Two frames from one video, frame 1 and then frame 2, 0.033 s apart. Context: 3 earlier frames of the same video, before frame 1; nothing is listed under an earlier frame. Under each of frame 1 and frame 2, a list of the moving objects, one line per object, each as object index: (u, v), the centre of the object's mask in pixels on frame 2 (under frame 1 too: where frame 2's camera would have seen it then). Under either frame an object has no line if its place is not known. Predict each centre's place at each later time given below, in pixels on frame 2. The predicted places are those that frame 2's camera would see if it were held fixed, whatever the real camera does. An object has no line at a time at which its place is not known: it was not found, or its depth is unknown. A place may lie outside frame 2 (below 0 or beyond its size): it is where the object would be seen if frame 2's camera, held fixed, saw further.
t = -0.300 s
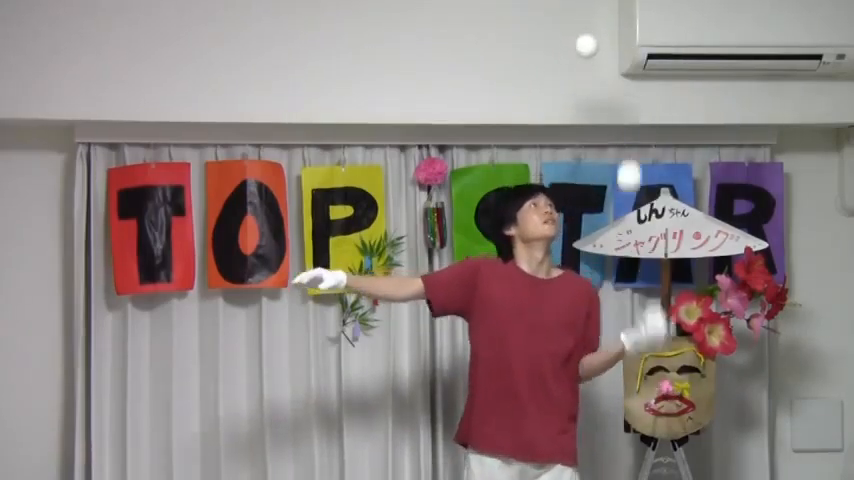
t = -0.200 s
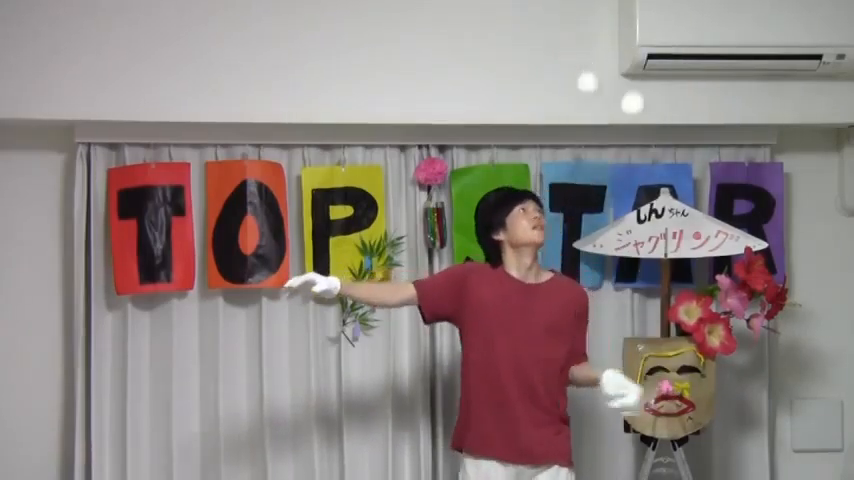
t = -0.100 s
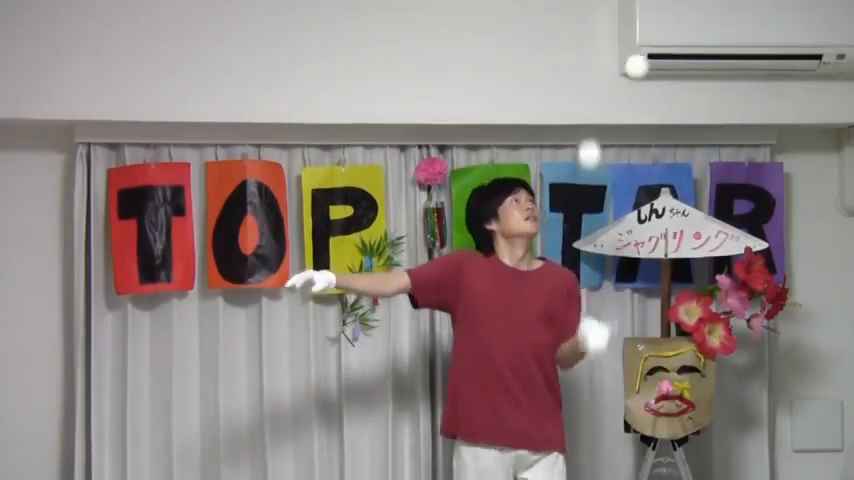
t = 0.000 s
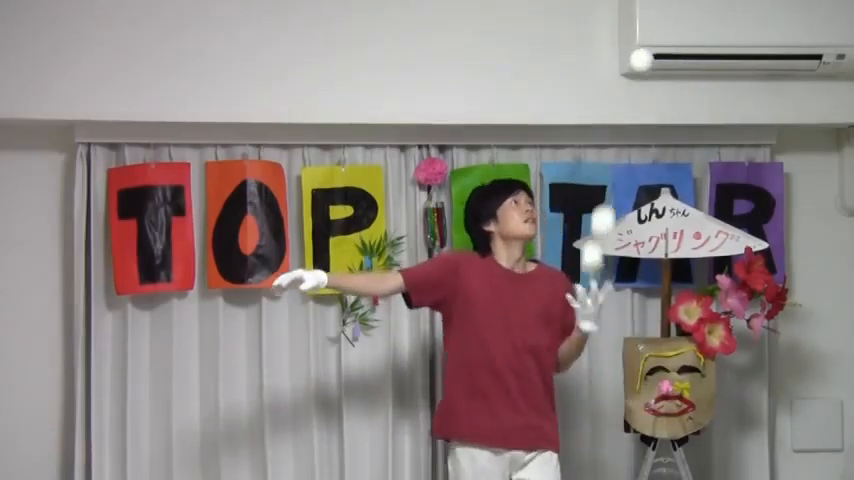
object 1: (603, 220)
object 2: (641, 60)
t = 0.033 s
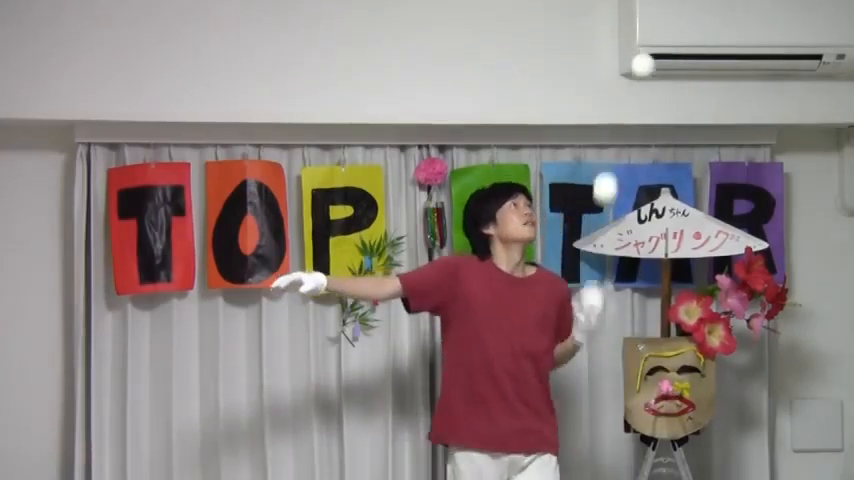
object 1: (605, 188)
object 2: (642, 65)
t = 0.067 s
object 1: (607, 157)
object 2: (644, 73)
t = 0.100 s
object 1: (610, 131)
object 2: (645, 85)
